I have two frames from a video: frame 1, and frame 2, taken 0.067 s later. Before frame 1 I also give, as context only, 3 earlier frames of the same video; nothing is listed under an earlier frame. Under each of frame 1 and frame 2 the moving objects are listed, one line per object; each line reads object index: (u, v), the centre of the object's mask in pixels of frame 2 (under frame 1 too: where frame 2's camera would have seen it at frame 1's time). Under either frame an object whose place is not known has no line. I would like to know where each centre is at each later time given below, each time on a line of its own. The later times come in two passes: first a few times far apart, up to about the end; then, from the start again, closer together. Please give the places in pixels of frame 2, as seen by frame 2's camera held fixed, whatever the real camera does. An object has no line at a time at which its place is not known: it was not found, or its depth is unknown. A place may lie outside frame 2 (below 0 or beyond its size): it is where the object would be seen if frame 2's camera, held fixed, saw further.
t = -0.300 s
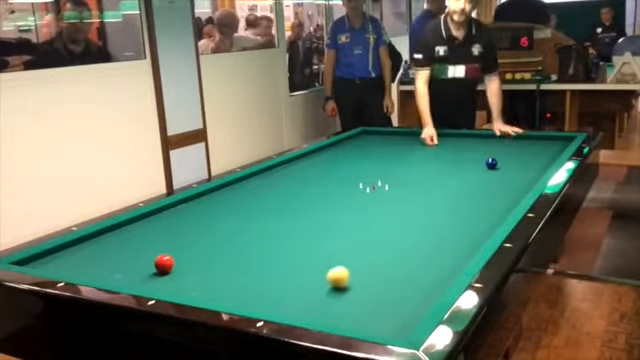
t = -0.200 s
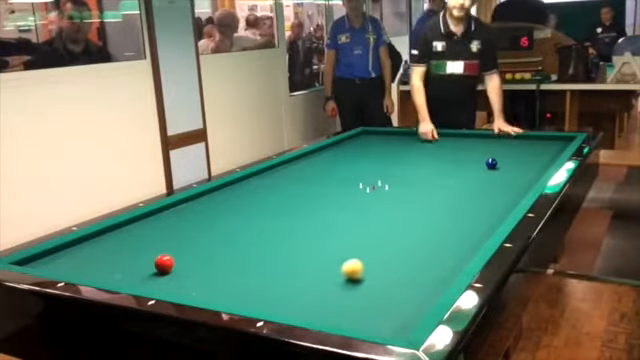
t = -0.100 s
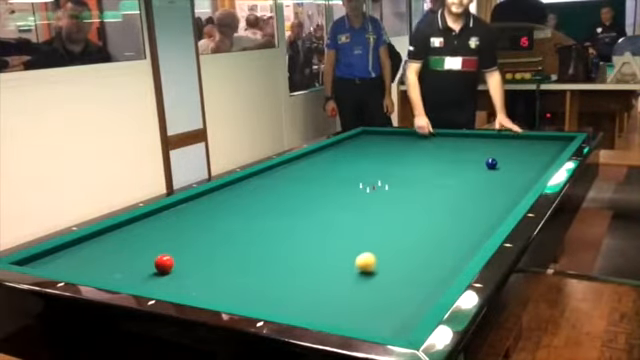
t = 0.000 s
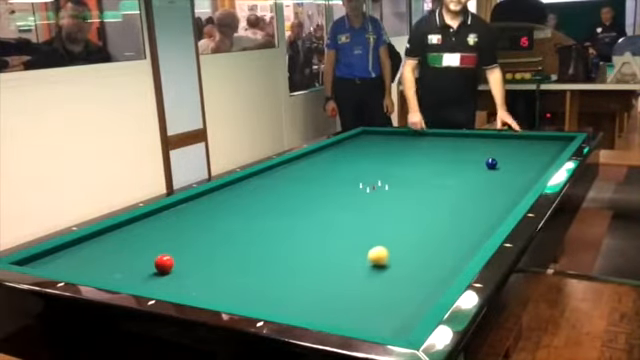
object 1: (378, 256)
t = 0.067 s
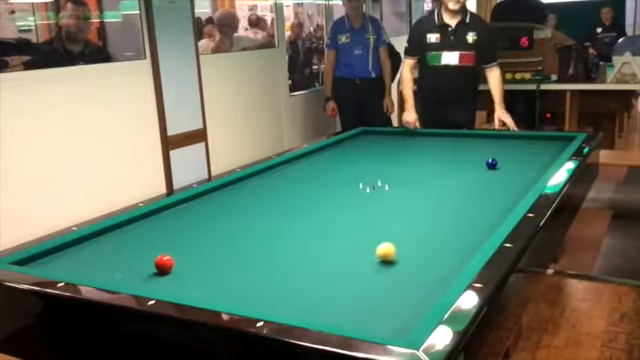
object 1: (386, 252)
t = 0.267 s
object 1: (408, 241)
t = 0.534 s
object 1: (434, 227)
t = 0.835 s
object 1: (460, 214)
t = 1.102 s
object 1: (480, 204)
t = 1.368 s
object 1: (498, 194)
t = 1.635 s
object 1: (514, 186)
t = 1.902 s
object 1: (528, 178)
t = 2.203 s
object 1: (541, 170)
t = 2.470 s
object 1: (544, 164)
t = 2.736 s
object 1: (547, 159)
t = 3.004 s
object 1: (549, 153)
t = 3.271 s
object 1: (551, 149)
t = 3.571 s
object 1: (553, 144)
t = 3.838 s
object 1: (554, 140)
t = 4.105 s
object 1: (555, 137)
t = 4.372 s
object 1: (551, 139)
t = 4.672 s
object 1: (547, 141)
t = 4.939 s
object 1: (543, 142)
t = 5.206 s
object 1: (539, 144)
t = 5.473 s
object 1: (536, 146)
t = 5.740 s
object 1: (533, 147)
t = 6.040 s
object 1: (529, 149)
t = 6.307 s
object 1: (525, 150)
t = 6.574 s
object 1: (522, 152)
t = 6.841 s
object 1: (519, 153)
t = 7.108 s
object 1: (516, 154)
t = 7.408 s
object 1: (513, 155)
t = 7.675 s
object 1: (511, 156)
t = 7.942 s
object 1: (509, 157)
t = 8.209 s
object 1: (507, 158)
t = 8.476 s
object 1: (506, 159)
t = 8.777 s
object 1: (504, 160)
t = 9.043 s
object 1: (503, 160)
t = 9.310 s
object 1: (502, 160)
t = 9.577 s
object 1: (502, 160)
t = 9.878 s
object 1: (501, 160)
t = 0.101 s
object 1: (390, 251)
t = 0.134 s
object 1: (393, 249)
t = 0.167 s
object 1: (397, 247)
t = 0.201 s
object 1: (401, 245)
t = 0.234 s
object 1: (404, 243)
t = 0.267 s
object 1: (408, 241)
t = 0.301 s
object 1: (412, 240)
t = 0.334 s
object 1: (415, 237)
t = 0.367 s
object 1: (418, 236)
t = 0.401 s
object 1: (421, 234)
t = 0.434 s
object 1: (425, 232)
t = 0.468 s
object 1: (428, 230)
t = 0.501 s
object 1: (431, 229)
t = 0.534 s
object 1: (434, 227)
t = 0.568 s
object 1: (437, 226)
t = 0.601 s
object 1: (440, 224)
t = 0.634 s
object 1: (443, 223)
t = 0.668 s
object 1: (446, 221)
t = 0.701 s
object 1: (449, 219)
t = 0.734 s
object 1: (452, 218)
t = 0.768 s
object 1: (455, 217)
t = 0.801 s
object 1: (457, 215)
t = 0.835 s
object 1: (460, 214)
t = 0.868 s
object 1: (462, 213)
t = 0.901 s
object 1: (465, 211)
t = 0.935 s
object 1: (468, 210)
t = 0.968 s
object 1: (470, 209)
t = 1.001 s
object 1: (473, 207)
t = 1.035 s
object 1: (475, 206)
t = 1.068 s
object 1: (477, 205)
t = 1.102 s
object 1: (480, 204)
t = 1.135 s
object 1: (482, 202)
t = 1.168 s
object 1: (484, 201)
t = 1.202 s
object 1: (487, 200)
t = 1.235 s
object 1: (489, 199)
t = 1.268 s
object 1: (491, 198)
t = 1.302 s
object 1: (493, 196)
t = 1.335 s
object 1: (496, 195)
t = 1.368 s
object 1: (498, 194)
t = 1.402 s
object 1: (500, 193)
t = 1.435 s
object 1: (502, 192)
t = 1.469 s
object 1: (504, 191)
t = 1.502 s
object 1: (506, 190)
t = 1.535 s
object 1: (508, 188)
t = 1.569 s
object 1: (510, 188)
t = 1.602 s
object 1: (511, 187)
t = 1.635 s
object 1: (514, 186)
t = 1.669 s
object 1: (515, 185)
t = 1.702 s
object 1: (517, 184)
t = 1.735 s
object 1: (519, 183)
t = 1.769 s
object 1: (521, 182)
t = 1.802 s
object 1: (523, 181)
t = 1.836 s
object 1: (525, 180)
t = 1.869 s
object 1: (526, 179)
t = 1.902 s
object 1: (528, 178)
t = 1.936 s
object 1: (530, 177)
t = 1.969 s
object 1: (531, 176)
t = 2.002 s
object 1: (533, 175)
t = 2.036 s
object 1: (534, 174)
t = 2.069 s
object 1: (536, 173)
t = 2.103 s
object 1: (537, 173)
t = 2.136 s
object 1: (539, 172)
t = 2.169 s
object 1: (540, 170)
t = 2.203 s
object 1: (541, 170)
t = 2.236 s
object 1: (542, 169)
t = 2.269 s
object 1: (542, 168)
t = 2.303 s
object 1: (543, 167)
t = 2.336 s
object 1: (543, 166)
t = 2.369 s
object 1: (543, 166)
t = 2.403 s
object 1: (544, 165)
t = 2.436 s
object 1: (544, 165)
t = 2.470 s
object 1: (544, 164)
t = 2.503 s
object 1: (545, 163)
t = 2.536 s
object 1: (545, 162)
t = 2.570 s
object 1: (545, 162)
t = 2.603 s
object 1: (546, 161)
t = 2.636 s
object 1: (546, 160)
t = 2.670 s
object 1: (546, 160)
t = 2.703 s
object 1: (547, 159)
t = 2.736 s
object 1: (547, 159)
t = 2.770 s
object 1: (547, 158)
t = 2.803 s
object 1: (548, 157)
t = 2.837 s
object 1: (548, 157)
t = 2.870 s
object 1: (548, 156)
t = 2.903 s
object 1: (549, 156)
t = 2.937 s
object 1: (549, 155)
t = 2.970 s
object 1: (549, 154)
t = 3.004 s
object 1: (549, 153)
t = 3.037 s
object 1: (549, 153)
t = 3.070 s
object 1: (549, 152)
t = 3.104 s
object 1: (550, 152)
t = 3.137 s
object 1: (550, 151)
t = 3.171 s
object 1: (550, 150)
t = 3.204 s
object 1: (551, 150)
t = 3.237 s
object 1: (551, 149)
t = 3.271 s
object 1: (551, 149)
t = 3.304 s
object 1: (551, 148)
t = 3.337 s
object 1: (551, 148)
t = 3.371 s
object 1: (552, 147)
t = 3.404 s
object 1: (552, 147)
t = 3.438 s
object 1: (552, 146)
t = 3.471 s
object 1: (552, 146)
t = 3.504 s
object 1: (552, 145)
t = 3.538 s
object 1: (553, 144)
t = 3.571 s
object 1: (553, 144)
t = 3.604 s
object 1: (553, 143)
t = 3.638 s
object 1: (553, 143)
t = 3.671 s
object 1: (553, 142)
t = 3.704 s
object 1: (553, 142)
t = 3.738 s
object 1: (554, 142)
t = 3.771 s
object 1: (554, 141)
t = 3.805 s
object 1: (554, 141)
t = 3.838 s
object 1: (554, 140)
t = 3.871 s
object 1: (554, 140)
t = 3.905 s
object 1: (554, 139)
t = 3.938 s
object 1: (555, 139)
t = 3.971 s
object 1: (555, 138)
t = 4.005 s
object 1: (555, 138)
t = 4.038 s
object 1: (555, 138)
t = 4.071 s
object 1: (555, 137)
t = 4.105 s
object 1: (555, 137)
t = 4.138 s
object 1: (554, 137)
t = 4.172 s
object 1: (554, 137)
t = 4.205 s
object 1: (553, 138)
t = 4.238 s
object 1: (553, 138)
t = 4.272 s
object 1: (552, 138)
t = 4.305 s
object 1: (552, 138)
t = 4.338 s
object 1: (552, 138)
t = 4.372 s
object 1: (551, 139)
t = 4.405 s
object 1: (551, 139)
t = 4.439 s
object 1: (550, 139)
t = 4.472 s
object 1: (550, 139)
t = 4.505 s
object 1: (549, 139)
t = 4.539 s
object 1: (549, 140)
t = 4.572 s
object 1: (548, 140)
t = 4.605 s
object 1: (548, 140)
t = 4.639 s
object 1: (547, 141)
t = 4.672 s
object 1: (547, 141)
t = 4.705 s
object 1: (546, 141)
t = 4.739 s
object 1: (546, 141)
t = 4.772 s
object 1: (545, 141)
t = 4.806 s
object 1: (545, 141)
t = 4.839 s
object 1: (544, 142)
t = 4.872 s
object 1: (544, 142)
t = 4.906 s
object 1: (543, 142)
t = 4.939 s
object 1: (543, 142)
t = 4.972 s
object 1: (543, 142)
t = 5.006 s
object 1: (542, 143)
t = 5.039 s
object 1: (541, 143)
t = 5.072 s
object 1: (541, 143)
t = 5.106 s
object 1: (541, 143)
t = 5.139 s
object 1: (540, 143)
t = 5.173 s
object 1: (540, 144)
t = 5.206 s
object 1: (539, 144)
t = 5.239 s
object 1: (539, 144)
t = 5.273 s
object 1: (539, 144)
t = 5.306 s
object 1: (538, 144)
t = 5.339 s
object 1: (537, 145)
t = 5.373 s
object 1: (537, 145)
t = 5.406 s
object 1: (537, 145)
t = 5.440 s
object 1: (536, 145)
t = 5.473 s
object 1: (536, 146)
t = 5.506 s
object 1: (535, 146)
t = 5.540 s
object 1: (535, 146)
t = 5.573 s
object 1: (535, 146)
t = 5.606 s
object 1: (534, 146)
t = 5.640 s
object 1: (534, 147)
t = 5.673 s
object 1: (533, 147)
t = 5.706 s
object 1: (533, 147)
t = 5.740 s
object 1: (533, 147)
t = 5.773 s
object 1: (532, 147)
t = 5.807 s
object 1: (532, 147)
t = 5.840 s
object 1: (531, 148)
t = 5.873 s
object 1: (531, 148)
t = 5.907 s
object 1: (530, 148)
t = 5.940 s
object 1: (530, 148)
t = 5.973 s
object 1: (529, 148)
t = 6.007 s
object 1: (529, 148)
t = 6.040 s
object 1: (529, 149)
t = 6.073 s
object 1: (528, 149)
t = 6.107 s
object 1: (528, 149)
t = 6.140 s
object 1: (527, 149)
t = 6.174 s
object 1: (527, 149)
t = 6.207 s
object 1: (526, 150)
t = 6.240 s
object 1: (526, 150)
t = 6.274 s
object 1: (525, 150)
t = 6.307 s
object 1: (525, 150)
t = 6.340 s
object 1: (525, 150)
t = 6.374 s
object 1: (524, 151)
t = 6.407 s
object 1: (524, 151)
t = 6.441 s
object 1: (523, 151)
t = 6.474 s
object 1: (523, 151)
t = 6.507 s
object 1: (522, 151)
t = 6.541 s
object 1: (522, 152)
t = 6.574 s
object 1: (522, 152)
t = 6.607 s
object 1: (522, 152)
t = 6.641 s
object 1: (521, 152)
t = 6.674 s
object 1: (520, 152)
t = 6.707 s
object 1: (520, 152)
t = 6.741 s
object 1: (520, 152)
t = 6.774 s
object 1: (520, 152)
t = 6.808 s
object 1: (519, 153)
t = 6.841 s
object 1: (519, 153)
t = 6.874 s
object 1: (518, 153)
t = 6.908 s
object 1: (518, 153)
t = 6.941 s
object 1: (518, 153)
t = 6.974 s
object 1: (517, 153)
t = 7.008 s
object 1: (517, 154)
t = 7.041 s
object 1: (517, 154)
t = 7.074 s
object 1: (517, 154)
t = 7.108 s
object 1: (516, 154)
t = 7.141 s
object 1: (516, 154)
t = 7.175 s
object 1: (516, 154)
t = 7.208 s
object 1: (516, 154)
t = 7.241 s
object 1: (514, 155)
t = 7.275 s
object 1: (514, 155)
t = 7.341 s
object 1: (514, 155)
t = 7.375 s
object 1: (513, 155)
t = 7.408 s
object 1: (513, 155)
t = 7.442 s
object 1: (512, 156)
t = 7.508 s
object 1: (512, 156)
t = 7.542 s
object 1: (512, 156)
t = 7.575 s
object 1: (512, 156)
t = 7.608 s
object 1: (511, 156)
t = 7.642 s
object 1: (511, 156)
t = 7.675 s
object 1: (511, 156)
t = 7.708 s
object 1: (511, 157)
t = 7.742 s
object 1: (511, 157)
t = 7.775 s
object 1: (511, 157)
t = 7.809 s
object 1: (510, 157)
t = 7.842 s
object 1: (510, 157)
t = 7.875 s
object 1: (509, 157)
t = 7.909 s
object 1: (509, 157)
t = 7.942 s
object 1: (509, 157)
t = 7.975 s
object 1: (509, 158)
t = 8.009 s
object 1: (508, 158)
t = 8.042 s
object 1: (508, 158)
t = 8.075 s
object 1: (508, 158)
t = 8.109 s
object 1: (508, 158)
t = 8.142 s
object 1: (508, 158)
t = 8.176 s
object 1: (508, 158)
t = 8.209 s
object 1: (507, 158)
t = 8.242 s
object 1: (507, 158)
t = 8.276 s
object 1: (507, 158)
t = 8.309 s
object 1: (507, 158)
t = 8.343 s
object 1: (507, 158)
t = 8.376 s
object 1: (506, 158)
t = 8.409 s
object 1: (506, 158)
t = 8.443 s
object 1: (506, 159)
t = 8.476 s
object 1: (506, 159)
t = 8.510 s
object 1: (505, 159)
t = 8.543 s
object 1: (505, 159)
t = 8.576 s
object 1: (505, 159)
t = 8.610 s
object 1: (505, 159)
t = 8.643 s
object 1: (505, 159)
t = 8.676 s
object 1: (505, 159)
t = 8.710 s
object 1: (505, 159)
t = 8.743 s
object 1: (504, 160)
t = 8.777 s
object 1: (504, 160)
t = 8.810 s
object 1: (504, 160)
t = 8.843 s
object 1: (504, 160)
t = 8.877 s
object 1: (504, 160)
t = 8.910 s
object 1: (504, 160)
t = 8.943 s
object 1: (503, 160)
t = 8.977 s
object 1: (503, 160)
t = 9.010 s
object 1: (503, 160)
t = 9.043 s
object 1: (503, 160)
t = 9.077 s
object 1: (503, 160)
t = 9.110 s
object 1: (503, 160)
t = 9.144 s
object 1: (503, 160)
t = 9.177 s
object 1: (503, 160)
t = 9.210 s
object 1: (503, 160)
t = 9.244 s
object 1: (502, 160)
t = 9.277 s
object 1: (502, 160)
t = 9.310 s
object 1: (502, 160)
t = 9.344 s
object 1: (502, 160)
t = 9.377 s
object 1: (502, 160)
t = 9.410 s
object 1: (502, 160)
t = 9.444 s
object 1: (502, 160)
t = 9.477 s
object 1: (502, 160)
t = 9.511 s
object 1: (502, 160)
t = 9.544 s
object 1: (502, 160)
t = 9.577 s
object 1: (502, 160)
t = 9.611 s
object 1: (502, 160)
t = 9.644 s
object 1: (502, 160)
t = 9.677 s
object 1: (502, 160)
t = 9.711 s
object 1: (502, 160)
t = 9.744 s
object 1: (502, 160)
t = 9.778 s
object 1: (502, 160)
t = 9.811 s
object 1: (502, 160)
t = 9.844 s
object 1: (501, 160)
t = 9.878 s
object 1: (501, 160)
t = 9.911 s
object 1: (501, 160)
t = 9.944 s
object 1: (501, 160)
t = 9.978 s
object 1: (501, 160)
